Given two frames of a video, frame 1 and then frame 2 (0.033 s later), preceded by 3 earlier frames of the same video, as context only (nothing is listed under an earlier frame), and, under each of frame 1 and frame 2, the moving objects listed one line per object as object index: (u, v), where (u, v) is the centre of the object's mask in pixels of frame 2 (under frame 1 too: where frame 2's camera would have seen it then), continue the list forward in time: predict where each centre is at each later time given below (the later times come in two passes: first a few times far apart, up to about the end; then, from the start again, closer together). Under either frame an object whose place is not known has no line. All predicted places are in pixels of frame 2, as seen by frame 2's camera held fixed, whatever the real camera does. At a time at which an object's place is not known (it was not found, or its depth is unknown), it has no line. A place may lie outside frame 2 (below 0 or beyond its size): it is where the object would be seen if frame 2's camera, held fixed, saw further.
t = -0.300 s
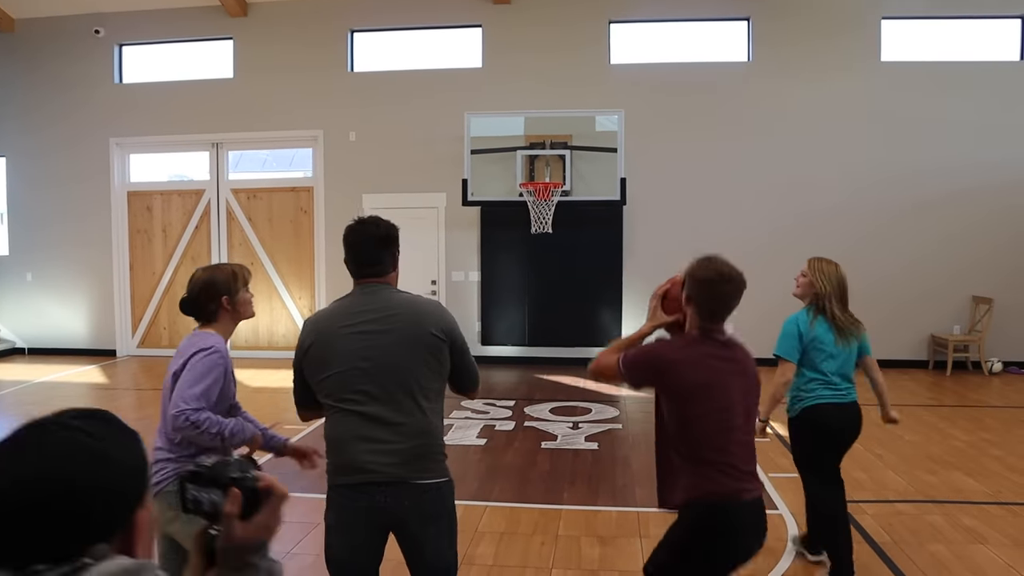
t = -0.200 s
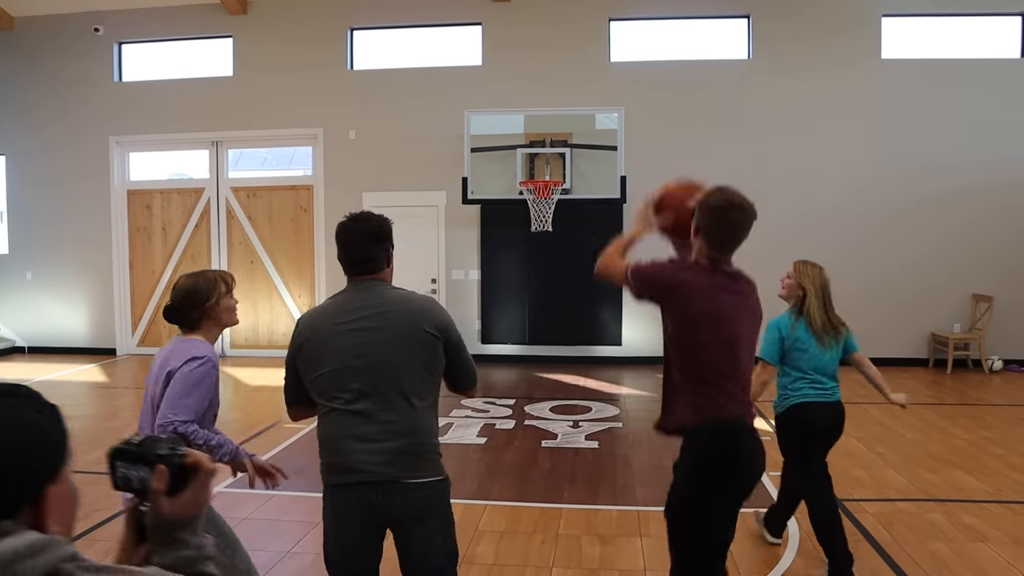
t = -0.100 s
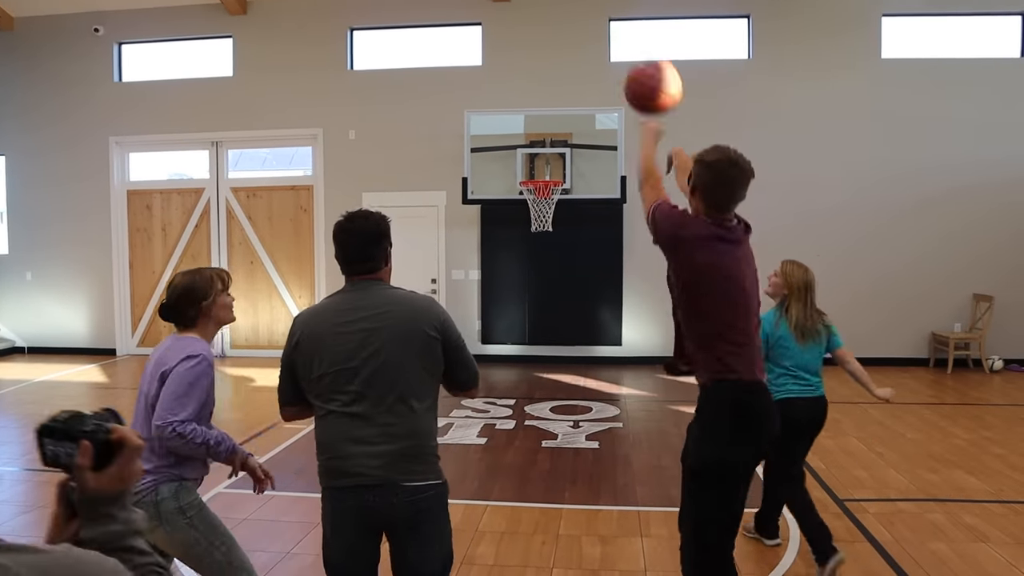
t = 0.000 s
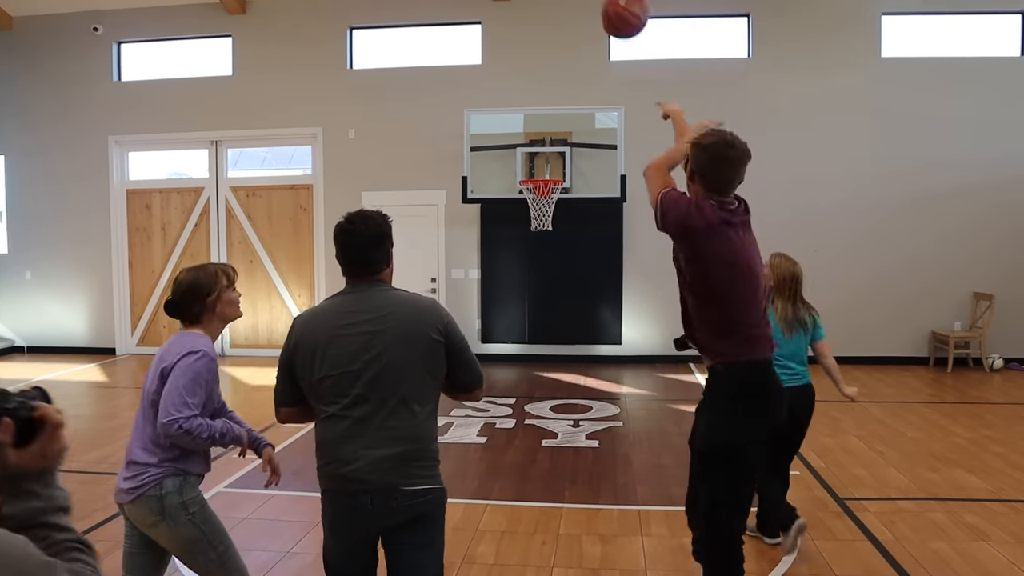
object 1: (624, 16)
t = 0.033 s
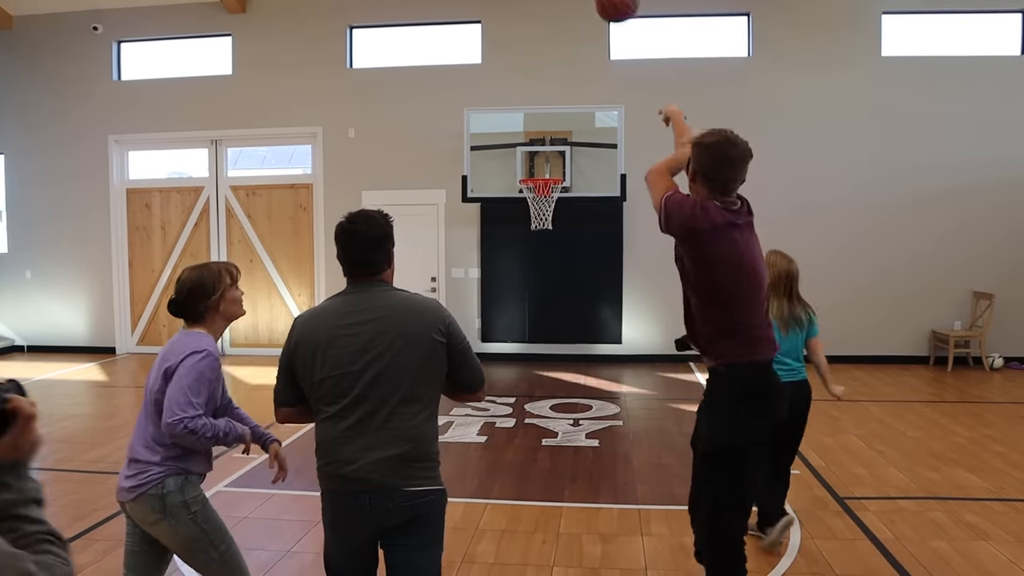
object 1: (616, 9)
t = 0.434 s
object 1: (564, 1)
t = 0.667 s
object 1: (549, 67)
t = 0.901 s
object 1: (537, 168)
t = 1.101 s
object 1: (545, 215)
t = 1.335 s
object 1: (536, 270)
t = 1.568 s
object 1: (527, 373)
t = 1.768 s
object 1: (518, 308)
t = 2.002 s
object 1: (509, 277)
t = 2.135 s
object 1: (504, 281)
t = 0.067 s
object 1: (610, 5)
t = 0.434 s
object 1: (564, 1)
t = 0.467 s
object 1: (561, 4)
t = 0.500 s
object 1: (559, 11)
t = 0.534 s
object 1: (556, 21)
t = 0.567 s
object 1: (554, 31)
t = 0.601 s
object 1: (552, 43)
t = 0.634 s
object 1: (550, 55)
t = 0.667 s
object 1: (549, 67)
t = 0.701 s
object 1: (547, 80)
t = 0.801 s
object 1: (542, 121)
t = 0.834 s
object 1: (541, 136)
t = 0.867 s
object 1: (539, 152)
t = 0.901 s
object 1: (537, 168)
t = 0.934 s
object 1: (536, 174)
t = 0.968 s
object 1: (545, 177)
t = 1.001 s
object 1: (545, 189)
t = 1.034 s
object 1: (552, 194)
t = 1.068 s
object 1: (543, 198)
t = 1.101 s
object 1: (545, 215)
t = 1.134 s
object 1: (544, 216)
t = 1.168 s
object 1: (543, 220)
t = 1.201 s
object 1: (542, 229)
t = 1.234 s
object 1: (540, 237)
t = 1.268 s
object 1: (539, 248)
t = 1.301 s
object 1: (537, 259)
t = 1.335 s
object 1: (536, 270)
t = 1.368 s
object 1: (534, 283)
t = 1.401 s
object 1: (533, 297)
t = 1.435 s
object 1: (532, 312)
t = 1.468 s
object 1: (530, 328)
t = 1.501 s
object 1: (529, 345)
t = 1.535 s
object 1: (527, 363)
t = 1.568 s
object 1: (527, 373)
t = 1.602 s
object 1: (524, 360)
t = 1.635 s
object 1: (524, 347)
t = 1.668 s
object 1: (523, 336)
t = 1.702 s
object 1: (521, 325)
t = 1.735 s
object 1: (519, 316)
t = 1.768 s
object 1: (518, 308)
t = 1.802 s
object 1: (517, 300)
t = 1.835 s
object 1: (516, 294)
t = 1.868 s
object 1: (514, 289)
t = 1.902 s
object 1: (513, 284)
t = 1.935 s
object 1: (512, 281)
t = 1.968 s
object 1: (511, 279)
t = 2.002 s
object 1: (509, 277)
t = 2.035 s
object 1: (508, 277)
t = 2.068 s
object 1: (507, 277)
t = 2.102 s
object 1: (506, 279)
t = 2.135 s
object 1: (504, 281)
